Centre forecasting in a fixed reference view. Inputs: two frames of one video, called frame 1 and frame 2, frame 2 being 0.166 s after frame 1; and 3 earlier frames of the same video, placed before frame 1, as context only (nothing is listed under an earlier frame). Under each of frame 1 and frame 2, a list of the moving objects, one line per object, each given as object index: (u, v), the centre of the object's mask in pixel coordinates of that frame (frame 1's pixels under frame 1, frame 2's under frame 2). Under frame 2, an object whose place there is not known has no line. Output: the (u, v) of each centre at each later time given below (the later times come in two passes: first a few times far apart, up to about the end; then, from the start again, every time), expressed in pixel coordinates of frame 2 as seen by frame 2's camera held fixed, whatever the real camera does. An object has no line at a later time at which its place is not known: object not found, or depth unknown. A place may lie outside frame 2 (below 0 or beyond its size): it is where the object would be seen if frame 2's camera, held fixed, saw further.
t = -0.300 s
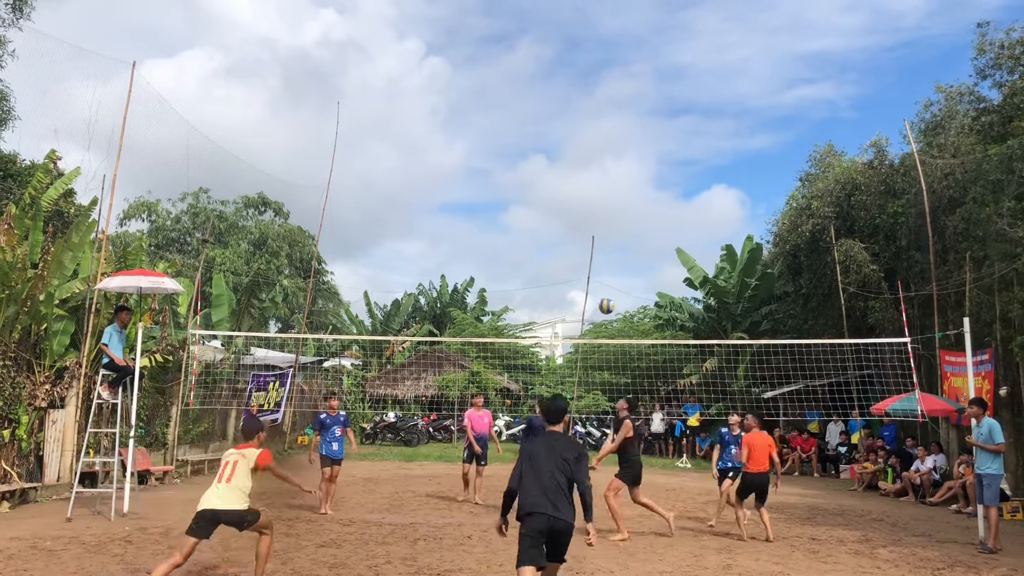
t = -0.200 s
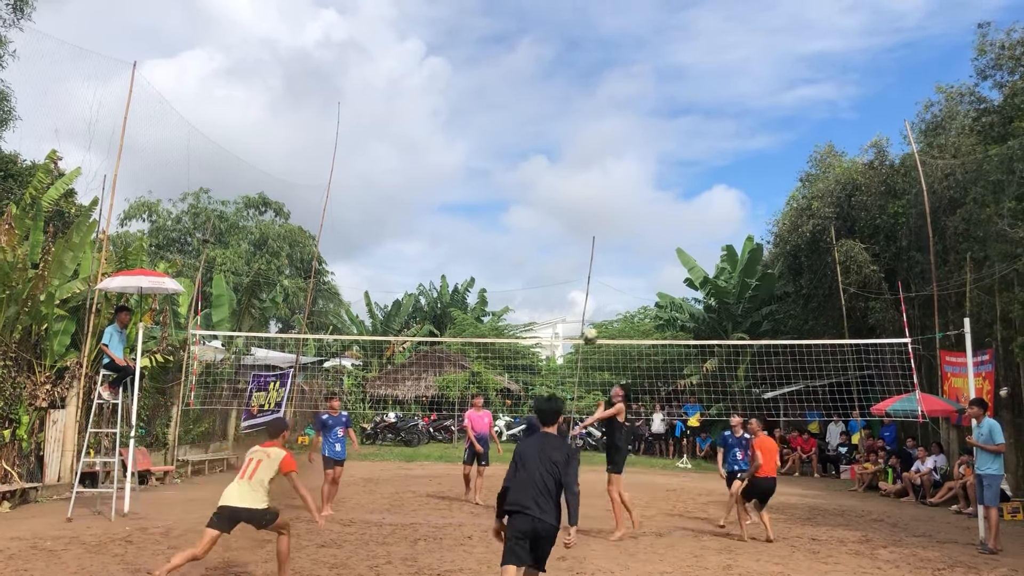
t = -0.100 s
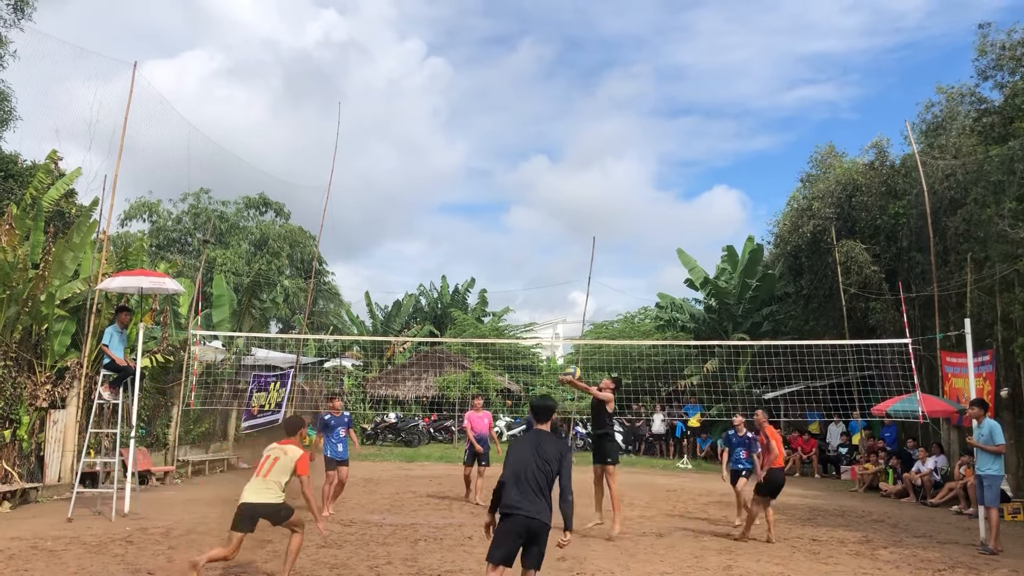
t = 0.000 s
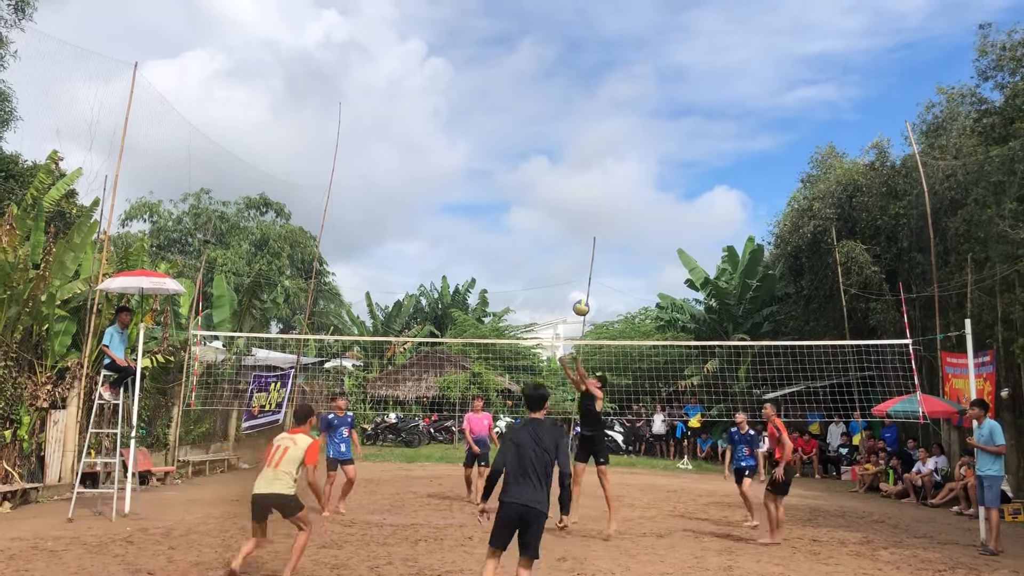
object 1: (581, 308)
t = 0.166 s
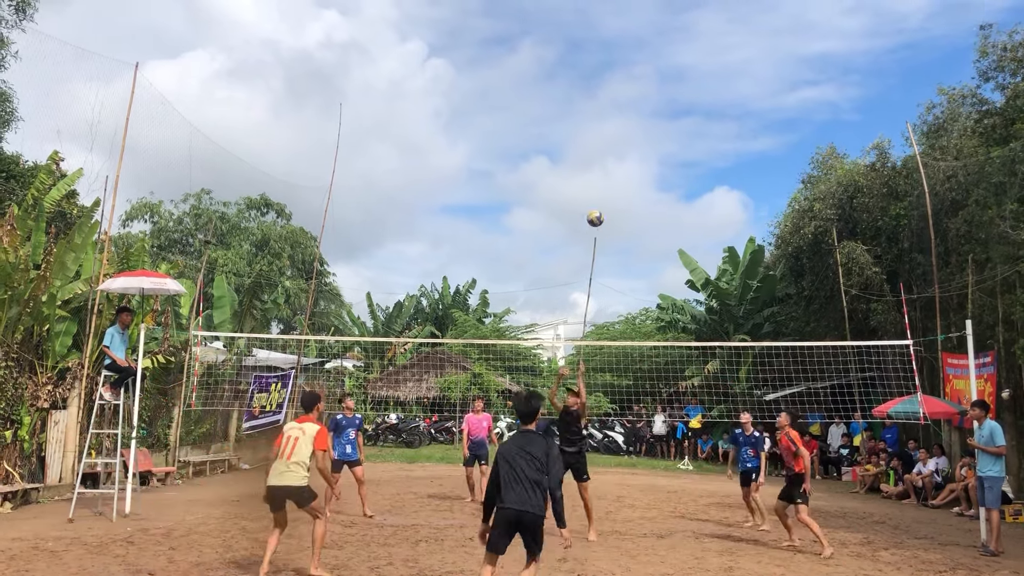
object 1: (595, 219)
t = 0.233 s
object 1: (600, 190)
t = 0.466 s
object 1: (617, 120)
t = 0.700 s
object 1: (633, 93)
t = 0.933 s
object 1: (648, 106)
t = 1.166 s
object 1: (661, 159)
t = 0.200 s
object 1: (598, 204)
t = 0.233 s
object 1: (600, 190)
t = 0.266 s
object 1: (602, 178)
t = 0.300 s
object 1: (605, 166)
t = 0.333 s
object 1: (608, 155)
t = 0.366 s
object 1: (610, 145)
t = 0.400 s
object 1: (612, 136)
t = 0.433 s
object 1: (615, 128)
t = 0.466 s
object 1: (617, 120)
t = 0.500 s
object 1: (620, 114)
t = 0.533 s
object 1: (622, 108)
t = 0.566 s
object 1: (625, 103)
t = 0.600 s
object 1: (627, 100)
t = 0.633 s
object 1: (629, 96)
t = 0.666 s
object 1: (631, 94)
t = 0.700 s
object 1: (633, 93)
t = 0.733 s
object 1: (636, 92)
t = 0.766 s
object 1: (638, 92)
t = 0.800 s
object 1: (640, 93)
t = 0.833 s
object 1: (642, 95)
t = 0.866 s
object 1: (644, 98)
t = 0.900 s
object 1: (646, 101)
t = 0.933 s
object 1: (648, 106)
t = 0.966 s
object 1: (650, 111)
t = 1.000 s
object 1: (652, 117)
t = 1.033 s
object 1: (654, 124)
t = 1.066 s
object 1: (656, 132)
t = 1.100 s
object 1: (658, 140)
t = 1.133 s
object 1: (660, 149)
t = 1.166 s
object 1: (661, 159)
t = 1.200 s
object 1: (664, 169)
